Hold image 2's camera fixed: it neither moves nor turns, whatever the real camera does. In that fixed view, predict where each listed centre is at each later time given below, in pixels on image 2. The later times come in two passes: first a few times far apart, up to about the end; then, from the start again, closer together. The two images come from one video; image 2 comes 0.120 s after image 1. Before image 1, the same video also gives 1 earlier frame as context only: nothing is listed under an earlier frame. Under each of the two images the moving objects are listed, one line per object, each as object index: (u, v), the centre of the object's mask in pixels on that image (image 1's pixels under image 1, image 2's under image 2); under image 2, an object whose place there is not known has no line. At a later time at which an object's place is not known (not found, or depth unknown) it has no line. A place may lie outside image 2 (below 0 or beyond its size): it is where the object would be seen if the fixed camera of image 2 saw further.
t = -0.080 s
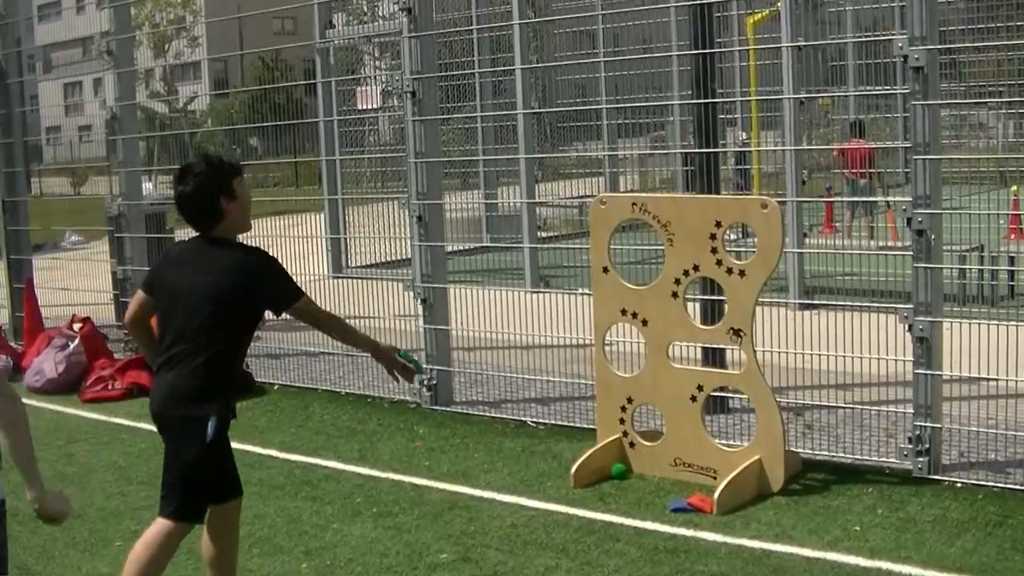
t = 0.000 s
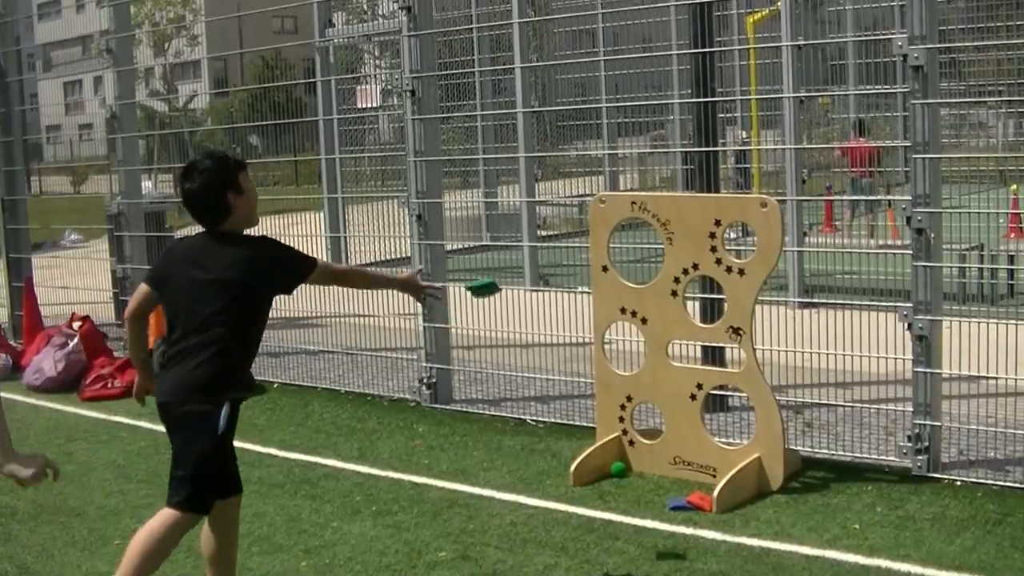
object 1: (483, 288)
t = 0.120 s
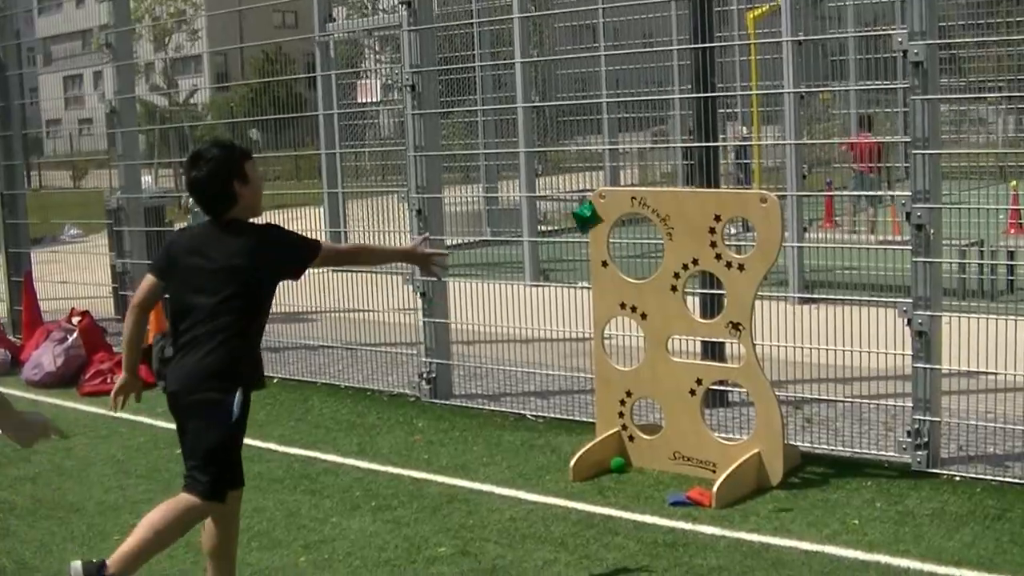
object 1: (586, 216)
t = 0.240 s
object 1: (678, 198)
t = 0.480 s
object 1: (716, 232)
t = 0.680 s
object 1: (728, 373)
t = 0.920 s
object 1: (710, 479)
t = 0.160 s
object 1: (619, 206)
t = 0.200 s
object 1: (649, 200)
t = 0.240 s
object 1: (678, 198)
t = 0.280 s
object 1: (704, 203)
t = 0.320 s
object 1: (709, 200)
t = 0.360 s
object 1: (710, 202)
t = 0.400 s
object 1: (713, 208)
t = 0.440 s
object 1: (714, 218)
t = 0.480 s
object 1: (716, 232)
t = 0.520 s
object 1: (718, 252)
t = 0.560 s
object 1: (720, 275)
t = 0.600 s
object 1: (722, 304)
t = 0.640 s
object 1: (726, 334)
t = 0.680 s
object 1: (728, 373)
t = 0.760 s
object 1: (733, 458)
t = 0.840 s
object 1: (720, 471)
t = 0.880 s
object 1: (714, 474)
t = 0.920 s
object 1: (710, 479)
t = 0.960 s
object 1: (707, 482)
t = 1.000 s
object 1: (705, 483)
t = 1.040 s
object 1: (706, 483)
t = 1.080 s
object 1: (705, 483)
